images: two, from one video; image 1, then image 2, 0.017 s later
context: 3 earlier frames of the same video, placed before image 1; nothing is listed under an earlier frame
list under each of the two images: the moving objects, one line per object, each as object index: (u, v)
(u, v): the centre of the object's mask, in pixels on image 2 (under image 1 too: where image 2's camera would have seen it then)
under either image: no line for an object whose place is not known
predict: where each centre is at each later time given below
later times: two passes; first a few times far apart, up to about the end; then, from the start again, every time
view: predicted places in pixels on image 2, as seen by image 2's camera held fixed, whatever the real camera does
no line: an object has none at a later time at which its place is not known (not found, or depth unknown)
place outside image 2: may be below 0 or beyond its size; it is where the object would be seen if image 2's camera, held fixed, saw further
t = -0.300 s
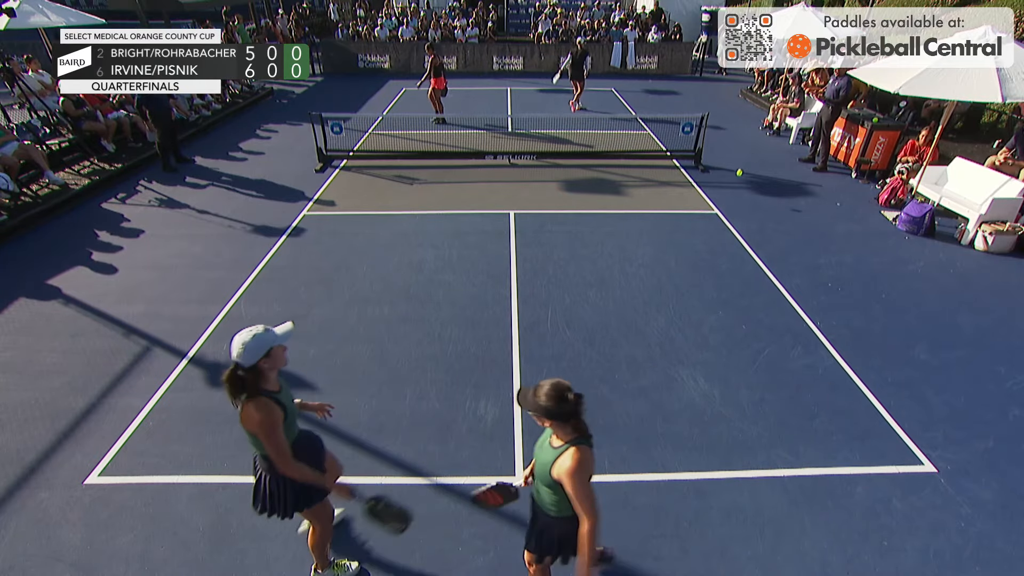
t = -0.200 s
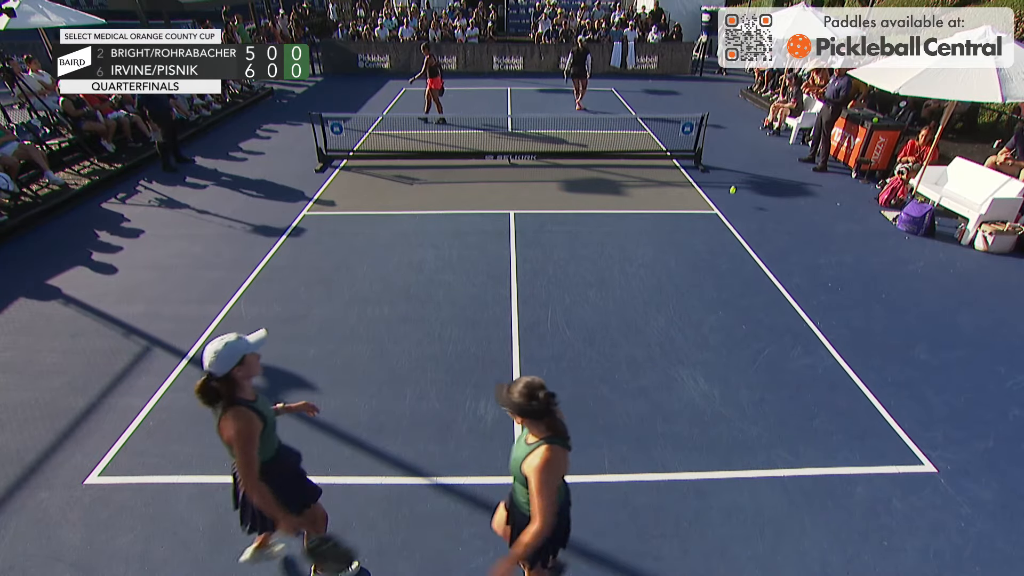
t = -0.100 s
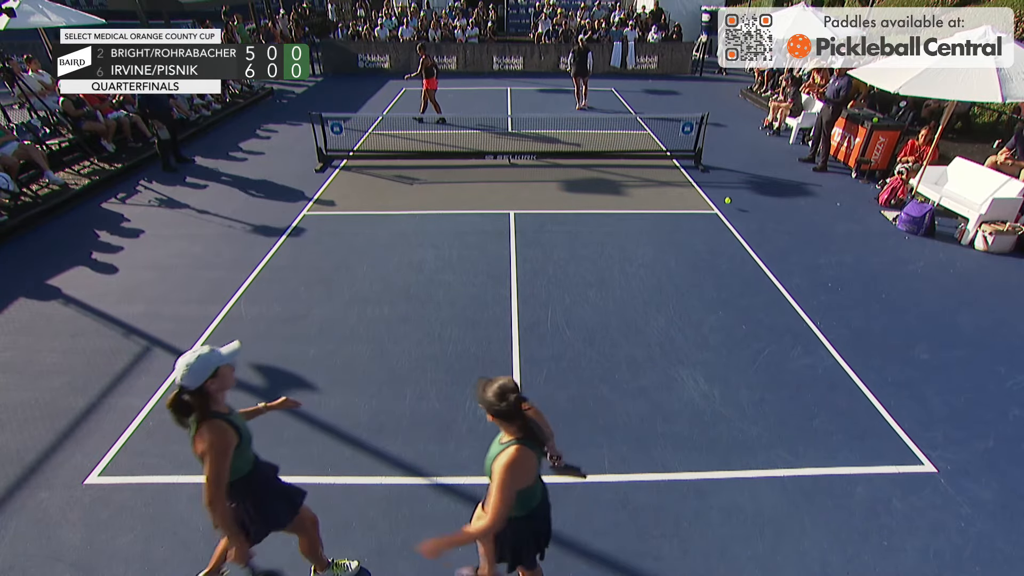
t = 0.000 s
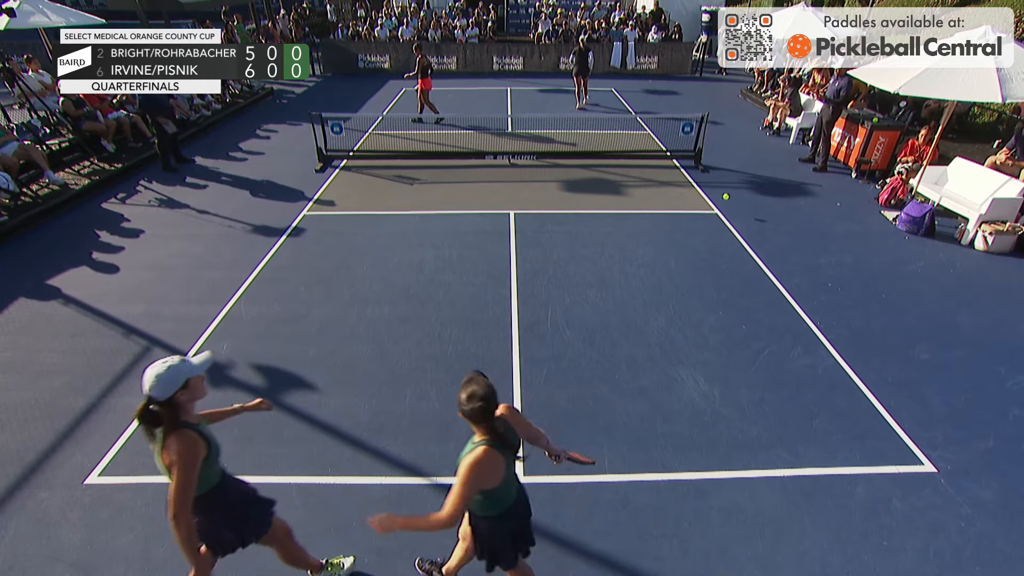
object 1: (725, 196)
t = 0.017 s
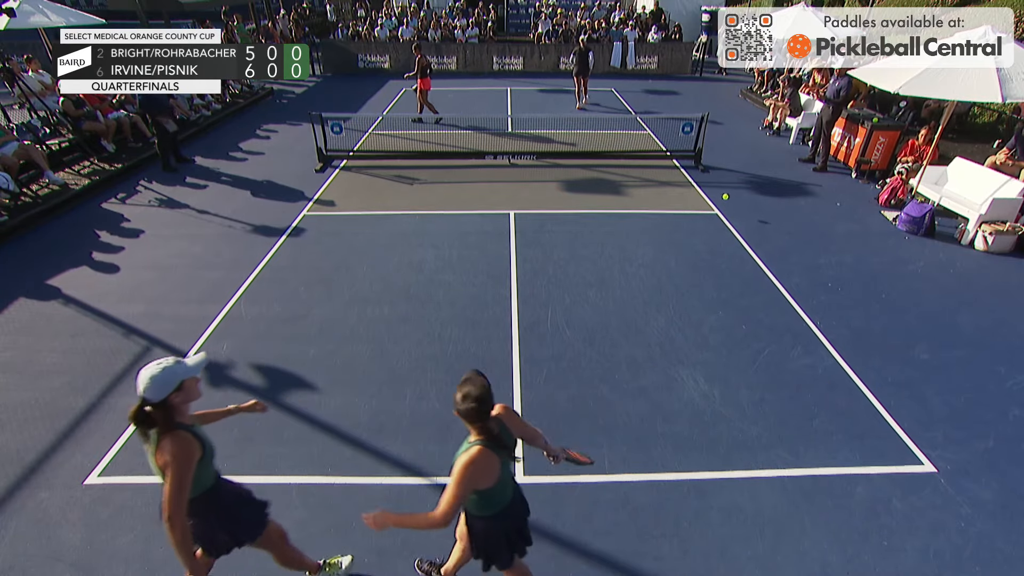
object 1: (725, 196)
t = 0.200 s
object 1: (718, 207)
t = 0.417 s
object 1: (705, 227)
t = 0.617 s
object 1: (693, 246)
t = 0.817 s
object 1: (680, 259)
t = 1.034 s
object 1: (664, 275)
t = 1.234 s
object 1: (648, 291)
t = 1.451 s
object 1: (629, 311)
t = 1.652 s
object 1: (610, 330)
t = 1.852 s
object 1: (589, 350)
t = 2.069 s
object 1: (565, 374)
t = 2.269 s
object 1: (541, 398)
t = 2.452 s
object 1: (517, 422)
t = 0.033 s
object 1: (725, 196)
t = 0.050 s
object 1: (724, 197)
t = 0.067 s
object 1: (723, 197)
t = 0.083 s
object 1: (723, 198)
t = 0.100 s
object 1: (722, 199)
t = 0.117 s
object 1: (721, 200)
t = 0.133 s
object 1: (721, 201)
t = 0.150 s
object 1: (720, 203)
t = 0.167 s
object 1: (719, 204)
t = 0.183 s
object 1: (718, 206)
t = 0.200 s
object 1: (718, 207)
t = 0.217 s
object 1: (717, 210)
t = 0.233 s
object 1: (715, 213)
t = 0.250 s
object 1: (714, 216)
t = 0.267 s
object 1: (713, 218)
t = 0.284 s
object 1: (712, 220)
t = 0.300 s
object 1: (710, 224)
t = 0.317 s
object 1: (709, 227)
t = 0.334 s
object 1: (709, 227)
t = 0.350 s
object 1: (708, 226)
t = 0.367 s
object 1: (708, 226)
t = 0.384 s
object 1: (707, 226)
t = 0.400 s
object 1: (706, 226)
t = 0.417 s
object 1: (705, 227)
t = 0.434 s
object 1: (704, 227)
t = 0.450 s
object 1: (704, 228)
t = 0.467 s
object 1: (703, 229)
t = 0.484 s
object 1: (702, 230)
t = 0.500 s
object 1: (701, 231)
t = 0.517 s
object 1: (700, 232)
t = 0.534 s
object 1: (699, 234)
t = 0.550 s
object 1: (697, 236)
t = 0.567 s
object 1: (696, 238)
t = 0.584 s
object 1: (695, 240)
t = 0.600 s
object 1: (694, 243)
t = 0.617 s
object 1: (693, 246)
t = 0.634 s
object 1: (692, 246)
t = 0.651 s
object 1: (691, 246)
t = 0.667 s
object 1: (690, 247)
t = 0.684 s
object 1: (689, 247)
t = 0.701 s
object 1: (688, 248)
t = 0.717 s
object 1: (687, 249)
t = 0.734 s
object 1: (686, 250)
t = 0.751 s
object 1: (685, 251)
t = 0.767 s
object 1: (684, 253)
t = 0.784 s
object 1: (683, 255)
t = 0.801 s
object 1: (681, 256)
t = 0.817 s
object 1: (680, 259)
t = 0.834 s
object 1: (679, 261)
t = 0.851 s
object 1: (678, 262)
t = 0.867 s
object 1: (677, 262)
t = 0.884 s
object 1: (675, 263)
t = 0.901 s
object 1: (674, 264)
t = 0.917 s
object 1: (673, 265)
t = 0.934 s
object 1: (672, 266)
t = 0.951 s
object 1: (671, 268)
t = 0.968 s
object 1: (669, 269)
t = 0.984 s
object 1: (668, 271)
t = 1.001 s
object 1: (666, 273)
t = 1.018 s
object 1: (665, 274)
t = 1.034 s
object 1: (664, 275)
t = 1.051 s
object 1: (663, 276)
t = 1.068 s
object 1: (662, 277)
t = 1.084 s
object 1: (661, 279)
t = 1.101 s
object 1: (659, 280)
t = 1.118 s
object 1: (658, 282)
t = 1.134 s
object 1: (656, 283)
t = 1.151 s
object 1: (655, 284)
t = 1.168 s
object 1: (654, 286)
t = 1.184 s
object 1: (652, 287)
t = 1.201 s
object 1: (651, 289)
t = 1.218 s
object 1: (649, 290)
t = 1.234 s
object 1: (648, 291)
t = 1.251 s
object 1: (647, 292)
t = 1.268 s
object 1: (645, 294)
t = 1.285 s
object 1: (644, 296)
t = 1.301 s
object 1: (642, 297)
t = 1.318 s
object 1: (641, 299)
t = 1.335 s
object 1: (639, 300)
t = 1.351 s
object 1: (638, 301)
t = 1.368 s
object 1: (636, 303)
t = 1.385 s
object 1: (635, 305)
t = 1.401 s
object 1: (634, 306)
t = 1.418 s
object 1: (632, 308)
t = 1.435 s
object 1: (631, 309)
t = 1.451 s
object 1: (629, 311)
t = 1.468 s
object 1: (627, 312)
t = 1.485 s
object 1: (626, 314)
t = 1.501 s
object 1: (624, 315)
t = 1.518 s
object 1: (623, 317)
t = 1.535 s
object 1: (621, 318)
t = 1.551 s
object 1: (620, 320)
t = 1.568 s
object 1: (618, 322)
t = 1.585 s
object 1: (616, 323)
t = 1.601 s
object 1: (615, 325)
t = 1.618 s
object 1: (613, 326)
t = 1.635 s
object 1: (612, 328)
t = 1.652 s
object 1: (610, 330)
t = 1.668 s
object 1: (608, 331)
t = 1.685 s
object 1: (606, 333)
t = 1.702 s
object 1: (605, 335)
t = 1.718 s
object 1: (603, 336)
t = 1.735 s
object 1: (601, 338)
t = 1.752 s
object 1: (600, 339)
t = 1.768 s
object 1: (598, 341)
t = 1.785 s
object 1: (596, 343)
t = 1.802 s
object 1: (594, 345)
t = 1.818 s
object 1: (593, 346)
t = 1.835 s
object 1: (591, 348)
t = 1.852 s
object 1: (589, 350)
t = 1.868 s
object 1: (587, 352)
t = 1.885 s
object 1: (586, 353)
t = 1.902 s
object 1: (584, 355)
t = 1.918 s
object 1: (582, 357)
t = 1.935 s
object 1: (580, 359)
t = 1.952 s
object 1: (578, 361)
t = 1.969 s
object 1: (576, 363)
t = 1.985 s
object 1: (575, 364)
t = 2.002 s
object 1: (573, 366)
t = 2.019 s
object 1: (571, 368)
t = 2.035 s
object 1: (569, 370)
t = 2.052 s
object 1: (567, 372)
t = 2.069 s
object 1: (565, 374)
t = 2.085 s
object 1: (563, 376)
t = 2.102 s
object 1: (561, 378)
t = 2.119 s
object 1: (559, 380)
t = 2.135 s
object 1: (557, 382)
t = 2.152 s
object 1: (555, 384)
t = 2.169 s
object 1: (553, 386)
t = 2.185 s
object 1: (551, 387)
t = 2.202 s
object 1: (549, 390)
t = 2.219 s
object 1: (547, 392)
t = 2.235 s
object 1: (545, 394)
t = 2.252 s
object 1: (543, 396)
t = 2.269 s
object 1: (541, 398)
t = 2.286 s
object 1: (538, 400)
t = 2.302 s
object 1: (536, 402)
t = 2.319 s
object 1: (534, 405)
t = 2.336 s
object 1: (532, 407)
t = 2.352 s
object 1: (530, 409)
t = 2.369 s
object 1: (528, 411)
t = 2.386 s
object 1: (526, 413)
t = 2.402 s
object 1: (525, 415)
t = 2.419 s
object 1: (522, 417)
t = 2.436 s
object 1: (520, 420)
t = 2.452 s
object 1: (517, 422)
